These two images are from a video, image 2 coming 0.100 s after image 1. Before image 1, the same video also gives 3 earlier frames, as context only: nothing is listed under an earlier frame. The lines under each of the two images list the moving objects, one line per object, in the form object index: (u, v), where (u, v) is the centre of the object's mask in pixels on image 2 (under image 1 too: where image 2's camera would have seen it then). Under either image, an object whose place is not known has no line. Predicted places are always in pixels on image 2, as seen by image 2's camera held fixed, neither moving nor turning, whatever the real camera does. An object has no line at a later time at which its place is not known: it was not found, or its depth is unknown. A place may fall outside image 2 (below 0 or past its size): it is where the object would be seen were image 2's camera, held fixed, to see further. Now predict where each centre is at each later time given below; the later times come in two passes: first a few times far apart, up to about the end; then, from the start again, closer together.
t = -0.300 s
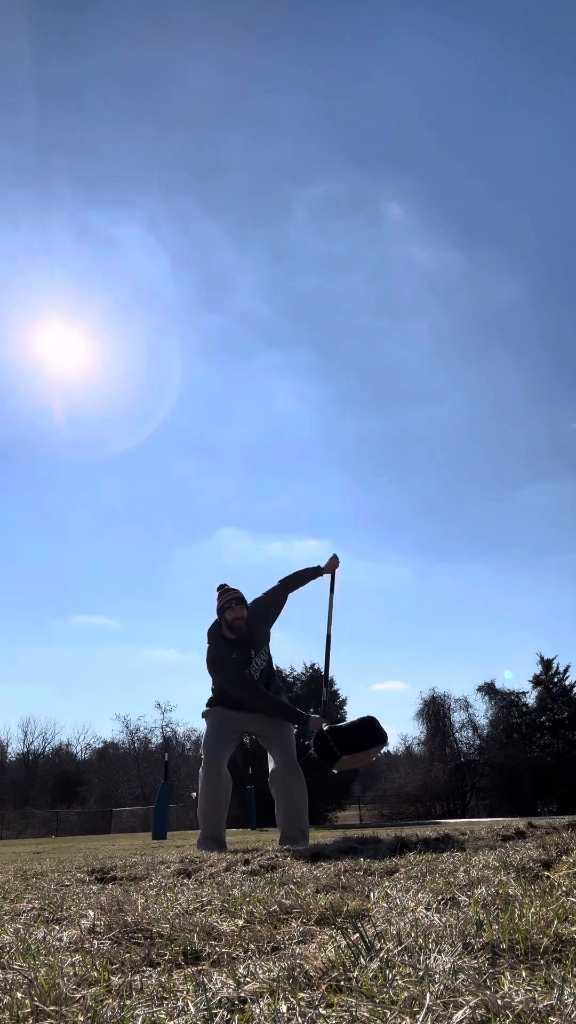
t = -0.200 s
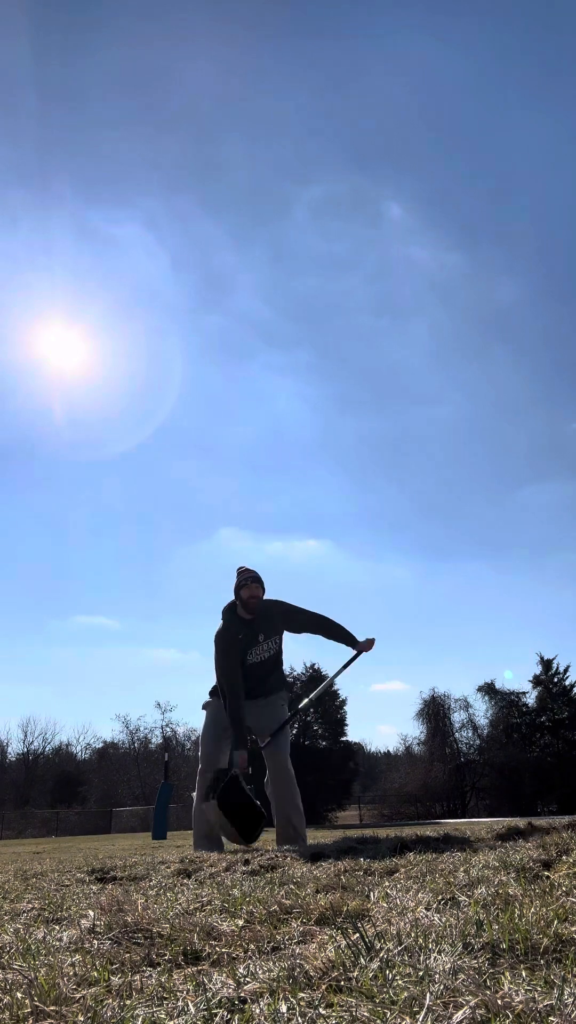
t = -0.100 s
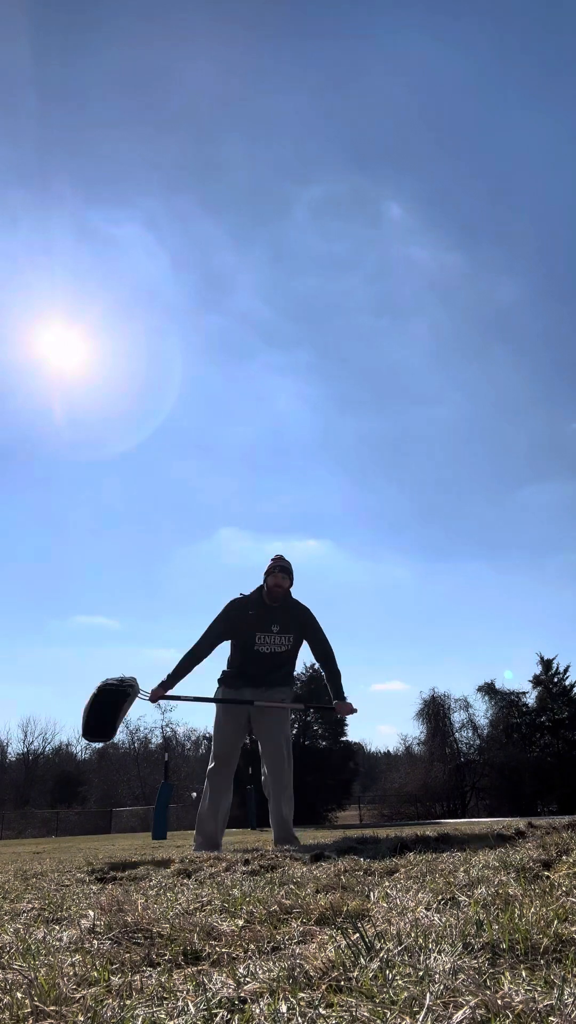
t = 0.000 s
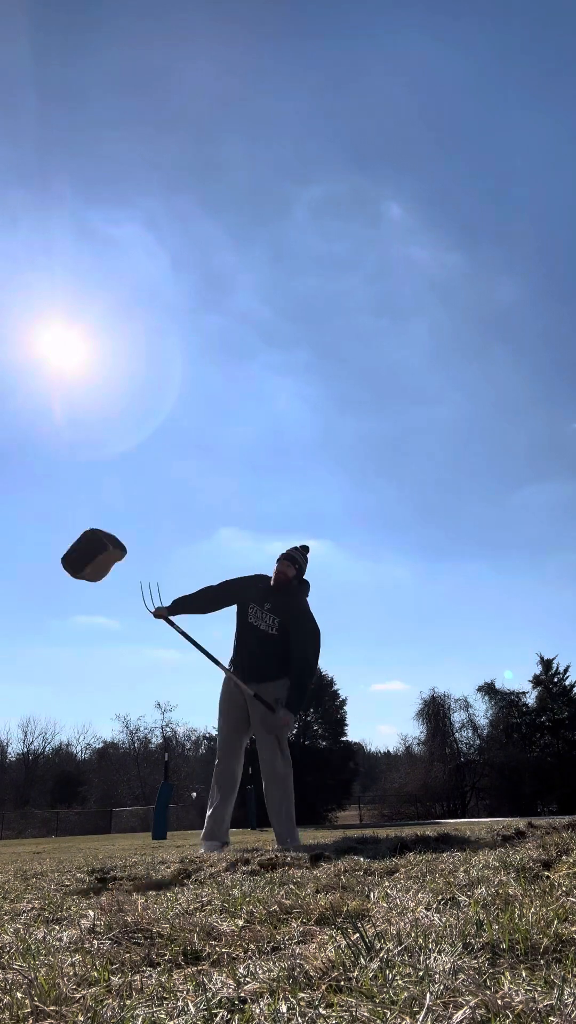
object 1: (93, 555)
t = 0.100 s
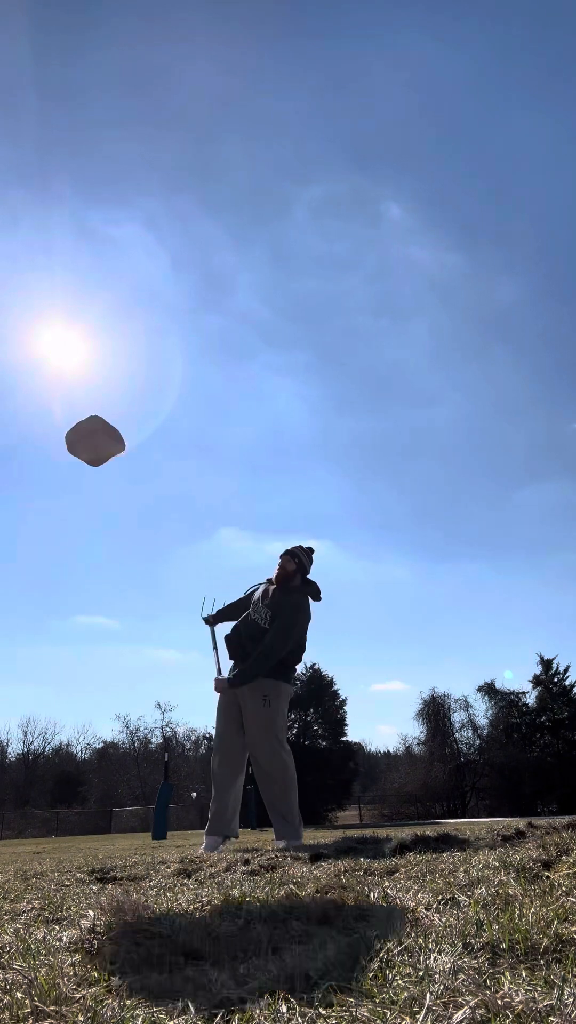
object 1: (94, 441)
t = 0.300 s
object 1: (93, 295)
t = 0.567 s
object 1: (88, 202)
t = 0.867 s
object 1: (83, 180)
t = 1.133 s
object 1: (76, 213)
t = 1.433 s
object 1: (63, 301)
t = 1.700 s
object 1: (48, 428)
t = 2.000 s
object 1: (24, 634)
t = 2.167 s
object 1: (9, 791)
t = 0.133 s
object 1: (94, 410)
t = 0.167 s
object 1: (94, 383)
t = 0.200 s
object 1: (97, 358)
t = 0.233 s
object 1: (95, 334)
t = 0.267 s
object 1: (94, 313)
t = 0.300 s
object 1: (93, 295)
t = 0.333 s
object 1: (93, 278)
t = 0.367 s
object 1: (93, 263)
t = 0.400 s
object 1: (92, 249)
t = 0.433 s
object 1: (91, 237)
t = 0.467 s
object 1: (90, 227)
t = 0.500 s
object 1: (89, 217)
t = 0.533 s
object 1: (89, 209)
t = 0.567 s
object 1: (88, 202)
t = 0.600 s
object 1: (88, 196)
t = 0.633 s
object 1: (87, 191)
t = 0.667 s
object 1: (87, 187)
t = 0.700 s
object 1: (87, 184)
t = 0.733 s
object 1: (86, 181)
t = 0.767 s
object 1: (85, 180)
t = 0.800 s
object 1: (85, 179)
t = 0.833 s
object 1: (84, 180)
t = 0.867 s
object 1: (83, 180)
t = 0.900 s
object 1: (82, 182)
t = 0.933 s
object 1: (81, 184)
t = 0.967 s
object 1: (80, 188)
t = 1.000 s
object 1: (79, 191)
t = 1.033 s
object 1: (79, 196)
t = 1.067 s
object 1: (78, 201)
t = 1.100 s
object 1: (77, 207)
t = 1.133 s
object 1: (76, 213)
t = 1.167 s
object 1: (74, 220)
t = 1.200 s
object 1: (73, 228)
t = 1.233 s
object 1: (72, 237)
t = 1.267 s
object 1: (70, 246)
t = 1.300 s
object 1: (69, 256)
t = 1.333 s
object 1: (68, 266)
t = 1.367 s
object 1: (66, 277)
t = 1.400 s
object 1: (65, 289)
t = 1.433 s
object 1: (63, 301)
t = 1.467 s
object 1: (61, 313)
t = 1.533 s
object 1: (58, 343)
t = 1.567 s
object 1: (56, 361)
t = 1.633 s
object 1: (53, 392)
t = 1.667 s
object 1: (51, 410)
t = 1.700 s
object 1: (48, 428)
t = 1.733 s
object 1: (46, 447)
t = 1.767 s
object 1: (44, 467)
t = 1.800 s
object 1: (41, 488)
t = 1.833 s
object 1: (39, 510)
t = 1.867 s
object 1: (36, 533)
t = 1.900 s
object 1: (33, 557)
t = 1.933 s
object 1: (30, 581)
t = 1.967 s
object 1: (27, 607)
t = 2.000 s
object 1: (24, 634)
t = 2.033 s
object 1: (21, 663)
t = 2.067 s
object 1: (17, 693)
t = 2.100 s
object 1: (15, 724)
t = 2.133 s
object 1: (12, 757)
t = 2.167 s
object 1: (9, 791)
